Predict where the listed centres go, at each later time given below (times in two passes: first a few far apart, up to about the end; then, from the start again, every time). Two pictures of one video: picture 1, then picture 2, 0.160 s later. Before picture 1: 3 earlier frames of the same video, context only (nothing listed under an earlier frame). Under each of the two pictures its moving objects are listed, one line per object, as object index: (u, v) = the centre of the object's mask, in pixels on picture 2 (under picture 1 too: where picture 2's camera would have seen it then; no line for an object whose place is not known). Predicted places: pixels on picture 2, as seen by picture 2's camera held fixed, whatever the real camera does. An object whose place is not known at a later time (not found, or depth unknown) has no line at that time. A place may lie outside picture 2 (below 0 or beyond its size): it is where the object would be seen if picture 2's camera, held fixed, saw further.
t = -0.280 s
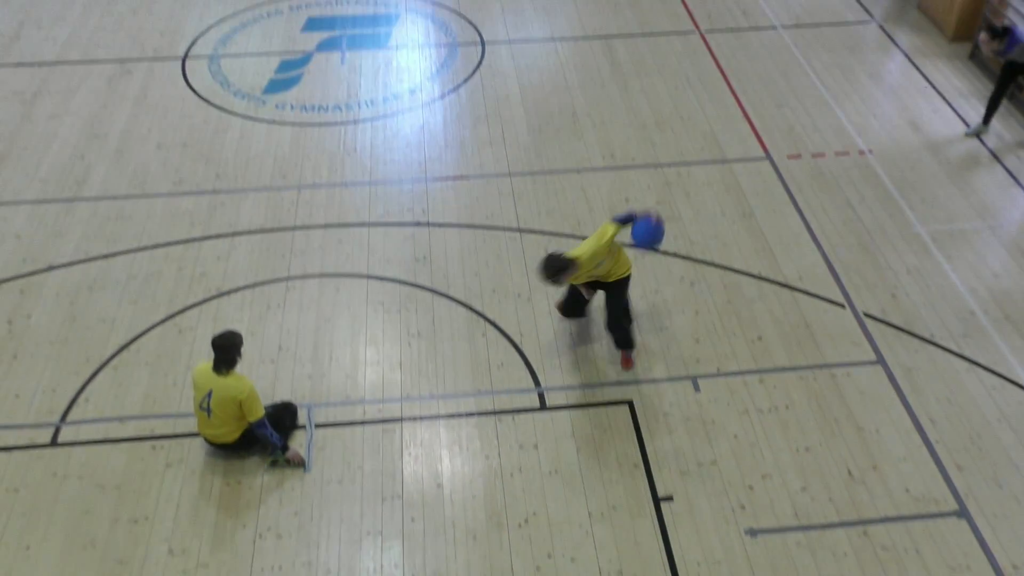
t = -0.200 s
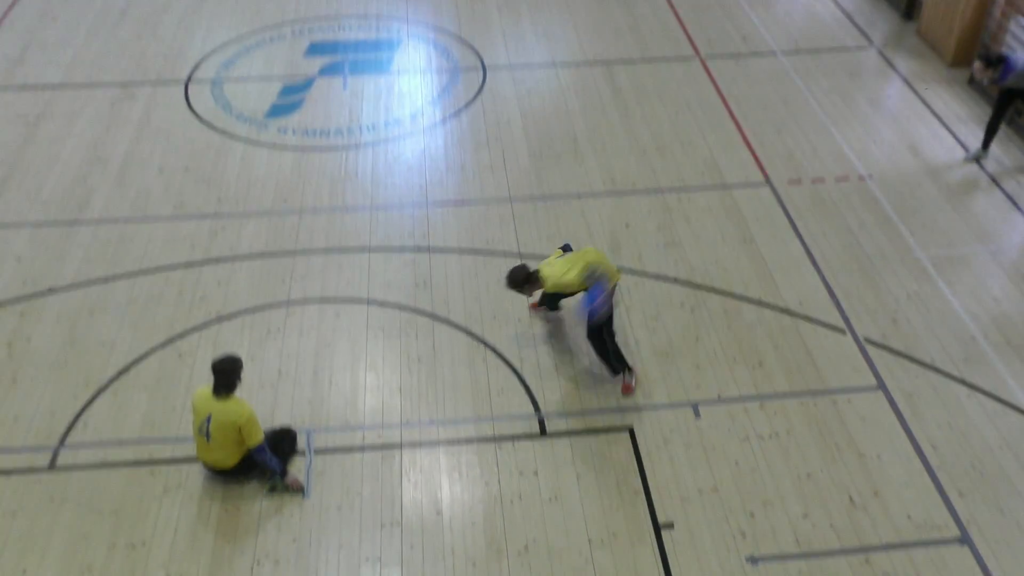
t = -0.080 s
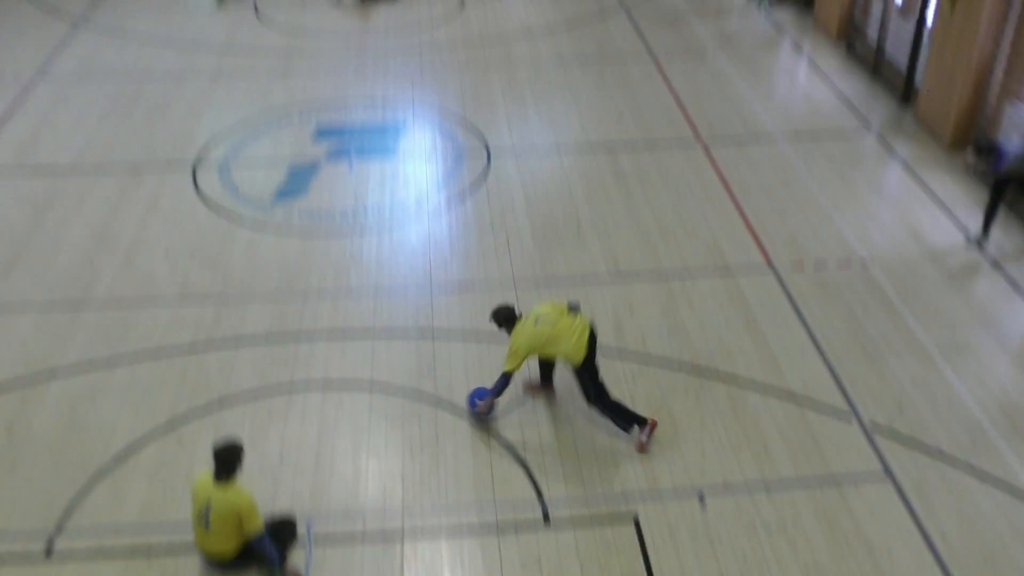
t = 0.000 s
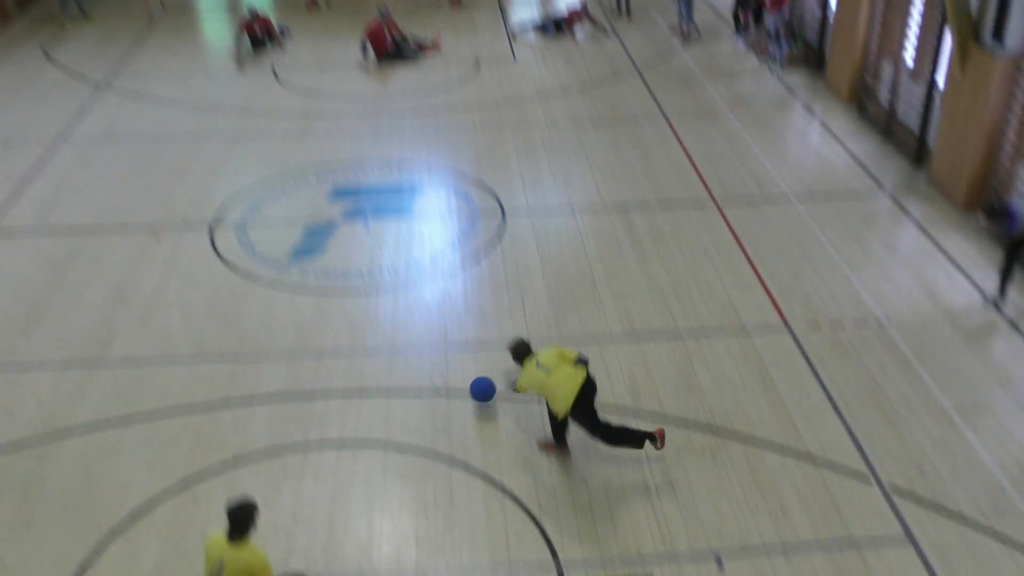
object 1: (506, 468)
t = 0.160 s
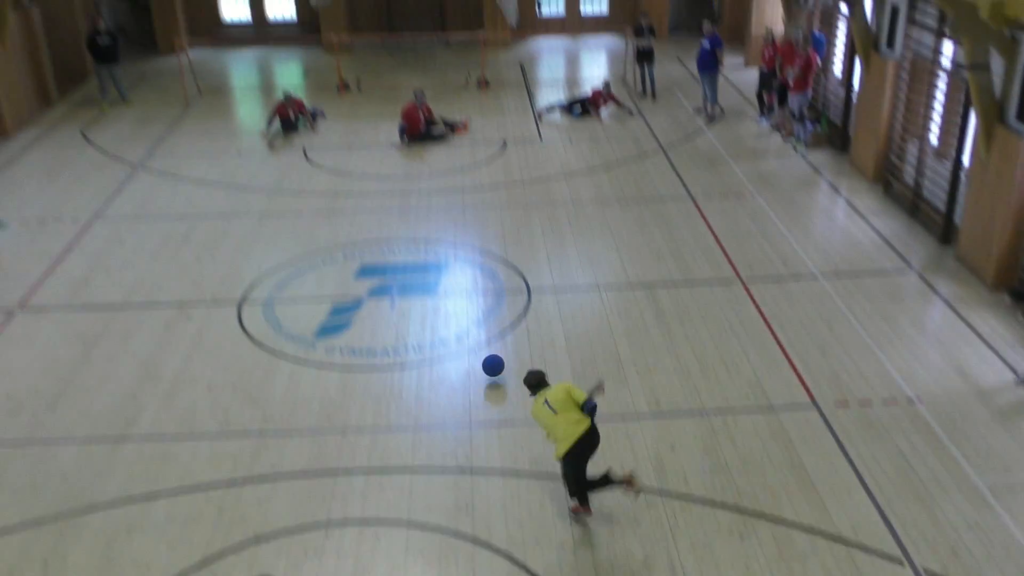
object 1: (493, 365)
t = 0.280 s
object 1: (484, 312)
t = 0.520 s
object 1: (470, 233)
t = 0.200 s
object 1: (491, 349)
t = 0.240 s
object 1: (488, 330)
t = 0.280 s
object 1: (484, 312)
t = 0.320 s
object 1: (482, 296)
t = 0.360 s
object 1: (480, 283)
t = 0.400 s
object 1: (477, 271)
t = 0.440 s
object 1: (475, 262)
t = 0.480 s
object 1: (472, 246)
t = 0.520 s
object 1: (470, 233)
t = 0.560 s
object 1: (468, 223)
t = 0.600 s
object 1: (466, 214)
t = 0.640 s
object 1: (464, 207)
